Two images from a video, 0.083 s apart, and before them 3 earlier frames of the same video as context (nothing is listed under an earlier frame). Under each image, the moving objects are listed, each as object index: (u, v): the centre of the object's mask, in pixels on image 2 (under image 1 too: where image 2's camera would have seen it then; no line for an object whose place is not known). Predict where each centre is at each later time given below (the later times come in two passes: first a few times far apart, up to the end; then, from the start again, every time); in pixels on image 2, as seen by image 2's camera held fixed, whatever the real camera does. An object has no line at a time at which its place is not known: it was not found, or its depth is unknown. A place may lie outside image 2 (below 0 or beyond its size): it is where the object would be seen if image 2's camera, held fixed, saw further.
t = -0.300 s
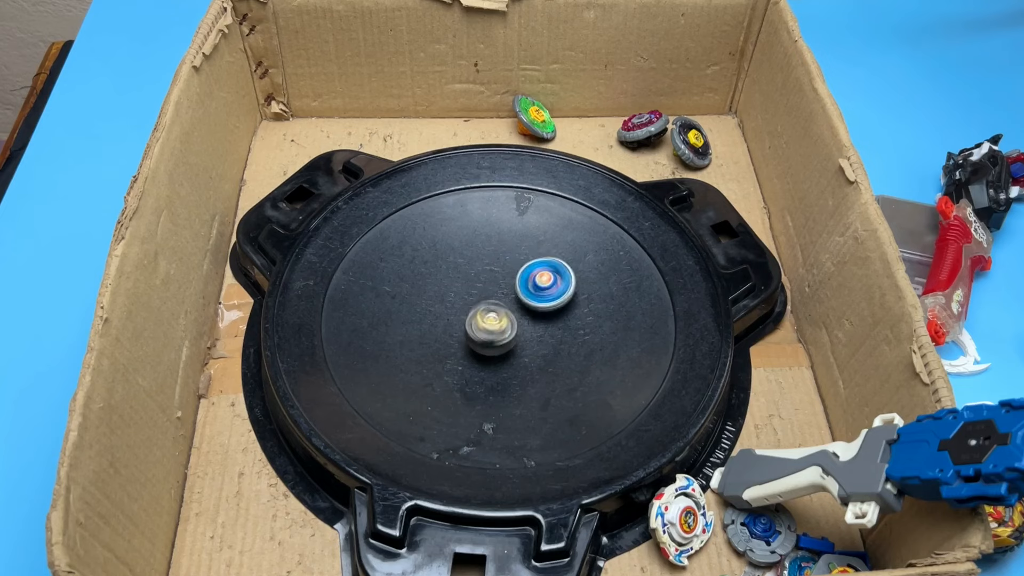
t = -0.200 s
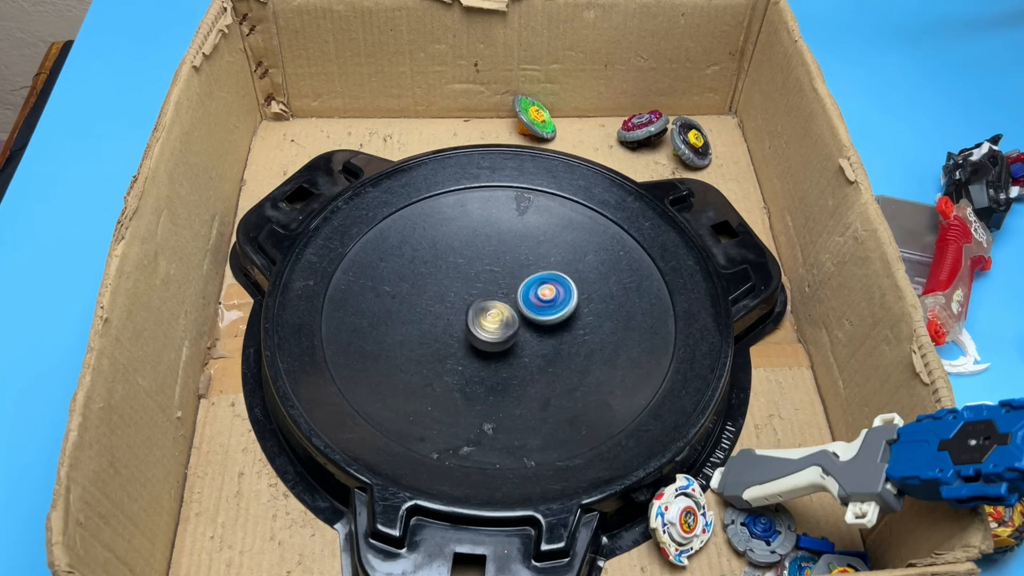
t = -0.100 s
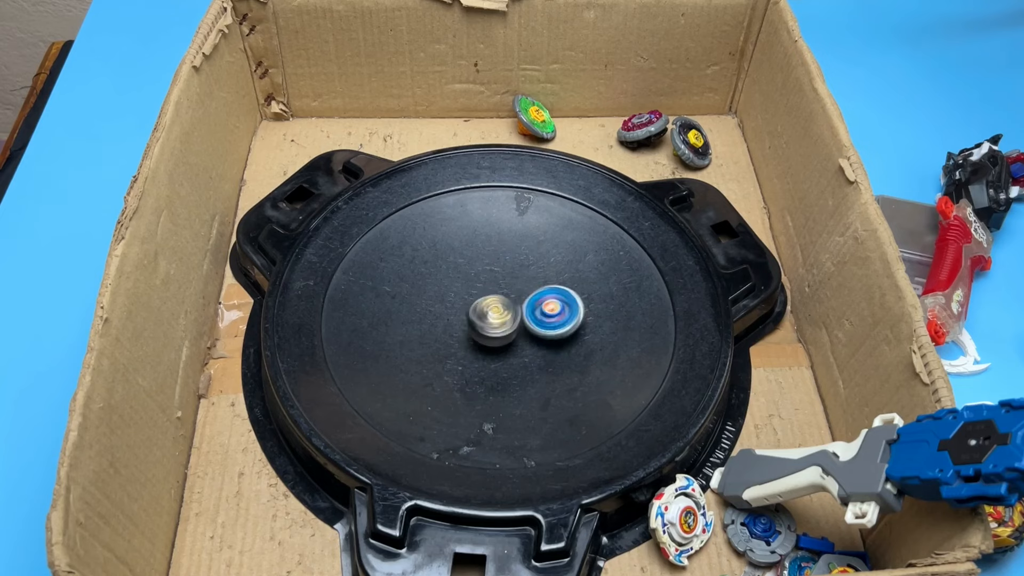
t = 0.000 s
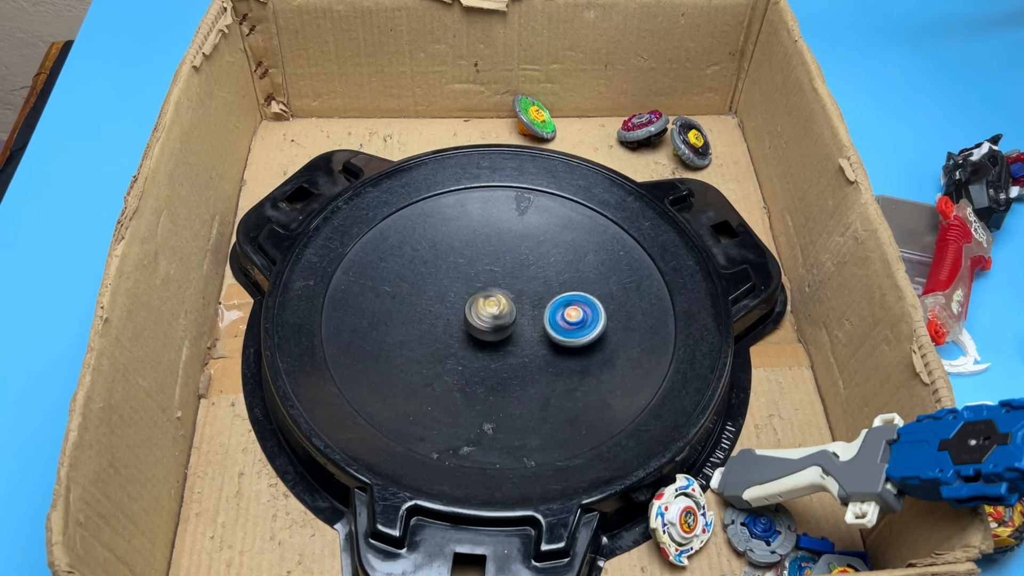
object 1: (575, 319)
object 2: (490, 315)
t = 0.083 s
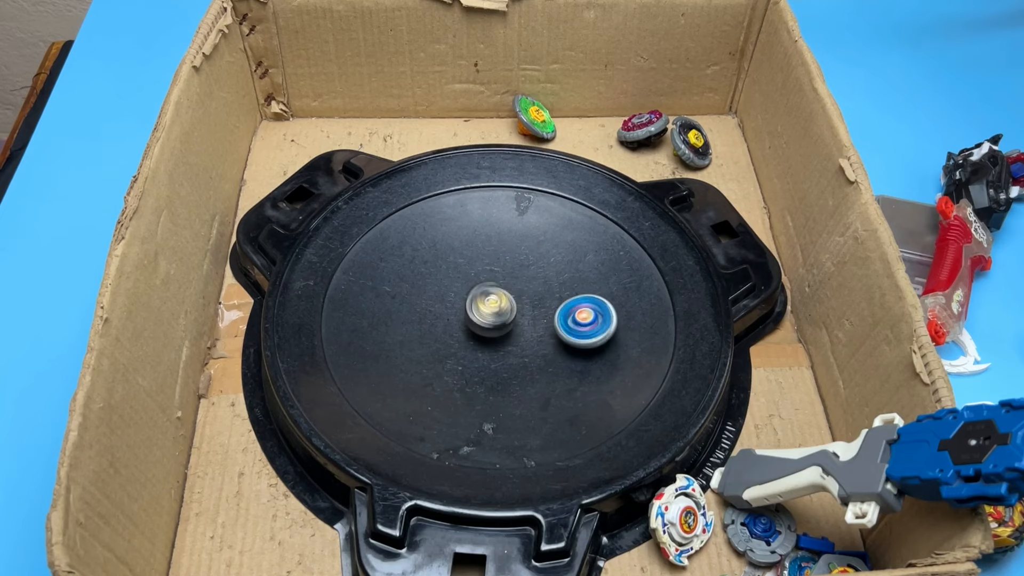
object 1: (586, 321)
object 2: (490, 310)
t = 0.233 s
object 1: (583, 322)
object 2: (496, 304)
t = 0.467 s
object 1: (548, 343)
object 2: (506, 300)
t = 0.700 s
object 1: (529, 366)
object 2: (511, 306)
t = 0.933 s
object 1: (497, 370)
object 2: (513, 312)
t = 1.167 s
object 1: (473, 374)
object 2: (513, 308)
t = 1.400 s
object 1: (461, 343)
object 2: (514, 308)
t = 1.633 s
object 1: (431, 311)
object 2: (524, 310)
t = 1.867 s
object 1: (424, 292)
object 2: (524, 316)
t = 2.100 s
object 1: (463, 285)
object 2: (510, 318)
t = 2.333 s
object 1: (504, 269)
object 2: (502, 323)
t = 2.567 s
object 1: (544, 269)
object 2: (501, 323)
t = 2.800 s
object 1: (564, 290)
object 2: (505, 316)
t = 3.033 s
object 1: (576, 323)
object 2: (508, 312)
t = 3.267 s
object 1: (562, 348)
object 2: (511, 308)
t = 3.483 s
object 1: (524, 358)
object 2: (511, 308)
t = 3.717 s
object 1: (478, 355)
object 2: (513, 306)
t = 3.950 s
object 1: (453, 327)
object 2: (514, 308)
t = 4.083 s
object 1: (454, 307)
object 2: (512, 309)
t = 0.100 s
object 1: (587, 321)
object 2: (490, 310)
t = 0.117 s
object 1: (588, 321)
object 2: (491, 308)
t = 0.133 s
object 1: (588, 321)
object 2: (490, 308)
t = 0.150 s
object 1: (588, 321)
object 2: (491, 308)
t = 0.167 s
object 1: (588, 321)
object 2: (492, 306)
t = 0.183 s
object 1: (588, 321)
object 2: (493, 306)
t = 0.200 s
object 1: (586, 321)
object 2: (493, 305)
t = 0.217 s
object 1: (585, 321)
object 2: (494, 304)
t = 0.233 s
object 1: (583, 322)
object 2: (496, 304)
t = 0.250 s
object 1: (580, 322)
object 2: (496, 304)
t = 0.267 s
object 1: (577, 322)
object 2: (496, 304)
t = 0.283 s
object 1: (575, 323)
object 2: (498, 302)
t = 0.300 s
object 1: (571, 323)
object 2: (499, 303)
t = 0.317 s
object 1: (568, 324)
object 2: (500, 302)
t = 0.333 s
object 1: (565, 325)
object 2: (500, 302)
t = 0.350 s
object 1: (561, 326)
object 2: (502, 302)
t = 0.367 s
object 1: (557, 328)
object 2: (503, 302)
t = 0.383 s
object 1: (554, 329)
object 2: (503, 302)
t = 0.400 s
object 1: (553, 332)
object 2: (503, 301)
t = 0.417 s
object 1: (552, 335)
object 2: (502, 300)
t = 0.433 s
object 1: (550, 338)
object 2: (504, 300)
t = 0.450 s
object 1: (549, 341)
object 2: (504, 299)
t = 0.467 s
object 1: (548, 343)
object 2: (506, 300)
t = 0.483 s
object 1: (547, 346)
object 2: (505, 300)
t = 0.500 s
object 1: (546, 348)
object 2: (505, 301)
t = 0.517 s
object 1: (545, 350)
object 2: (506, 300)
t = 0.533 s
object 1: (543, 352)
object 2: (506, 301)
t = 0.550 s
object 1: (542, 354)
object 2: (507, 301)
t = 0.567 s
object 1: (541, 356)
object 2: (506, 301)
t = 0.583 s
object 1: (539, 358)
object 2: (508, 302)
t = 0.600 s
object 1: (539, 359)
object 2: (508, 302)
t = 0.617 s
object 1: (537, 361)
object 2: (508, 303)
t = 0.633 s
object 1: (535, 362)
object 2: (509, 303)
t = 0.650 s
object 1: (534, 363)
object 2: (509, 304)
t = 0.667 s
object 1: (532, 365)
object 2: (510, 305)
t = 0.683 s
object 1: (531, 365)
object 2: (509, 305)
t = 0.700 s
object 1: (529, 366)
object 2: (511, 306)
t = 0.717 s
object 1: (527, 367)
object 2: (510, 307)
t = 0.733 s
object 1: (525, 367)
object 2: (510, 308)
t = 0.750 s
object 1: (524, 368)
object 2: (511, 308)
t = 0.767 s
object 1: (521, 368)
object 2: (511, 309)
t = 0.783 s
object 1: (519, 368)
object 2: (511, 310)
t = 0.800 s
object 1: (518, 368)
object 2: (511, 311)
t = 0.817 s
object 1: (516, 367)
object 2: (512, 311)
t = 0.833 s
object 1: (514, 367)
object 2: (511, 313)
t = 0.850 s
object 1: (512, 366)
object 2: (512, 313)
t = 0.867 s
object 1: (509, 366)
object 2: (511, 313)
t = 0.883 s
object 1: (507, 365)
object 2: (512, 314)
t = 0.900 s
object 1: (505, 365)
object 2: (511, 314)
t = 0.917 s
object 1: (501, 368)
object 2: (511, 313)
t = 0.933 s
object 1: (497, 370)
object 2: (513, 312)
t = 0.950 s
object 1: (495, 372)
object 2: (514, 313)
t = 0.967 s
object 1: (492, 373)
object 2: (514, 312)
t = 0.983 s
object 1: (490, 374)
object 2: (513, 312)
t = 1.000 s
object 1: (488, 375)
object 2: (514, 311)
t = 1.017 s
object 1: (486, 376)
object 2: (513, 311)
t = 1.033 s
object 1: (484, 377)
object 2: (514, 311)
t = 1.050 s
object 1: (482, 377)
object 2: (513, 309)
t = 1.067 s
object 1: (480, 378)
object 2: (515, 309)
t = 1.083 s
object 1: (479, 378)
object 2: (514, 309)
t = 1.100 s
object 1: (477, 377)
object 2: (514, 309)
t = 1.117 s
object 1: (476, 377)
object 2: (514, 308)
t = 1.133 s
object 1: (475, 376)
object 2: (515, 309)
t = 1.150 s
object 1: (474, 375)
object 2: (514, 308)
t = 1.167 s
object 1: (473, 374)
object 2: (513, 308)
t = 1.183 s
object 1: (472, 372)
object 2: (514, 307)
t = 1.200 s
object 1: (471, 371)
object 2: (514, 308)
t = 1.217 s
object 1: (469, 369)
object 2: (514, 308)
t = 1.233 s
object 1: (468, 367)
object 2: (513, 307)
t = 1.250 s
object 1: (467, 365)
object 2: (515, 307)
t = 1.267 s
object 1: (467, 363)
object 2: (514, 307)
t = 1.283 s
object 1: (466, 361)
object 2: (514, 308)
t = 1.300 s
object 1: (465, 359)
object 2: (514, 307)
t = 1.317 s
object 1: (465, 356)
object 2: (515, 308)
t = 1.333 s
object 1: (464, 353)
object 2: (514, 308)
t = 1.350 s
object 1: (463, 351)
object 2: (514, 308)
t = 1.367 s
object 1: (463, 349)
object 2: (514, 307)
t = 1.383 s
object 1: (462, 346)
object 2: (515, 308)
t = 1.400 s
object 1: (461, 343)
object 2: (514, 308)
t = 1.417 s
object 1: (461, 341)
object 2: (513, 308)
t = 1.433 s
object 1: (461, 338)
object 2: (514, 308)
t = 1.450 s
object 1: (460, 335)
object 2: (513, 309)
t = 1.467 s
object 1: (460, 333)
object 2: (513, 308)
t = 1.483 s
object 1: (460, 330)
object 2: (512, 308)
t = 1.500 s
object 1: (459, 327)
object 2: (514, 309)
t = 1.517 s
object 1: (453, 325)
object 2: (516, 309)
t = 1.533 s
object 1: (448, 322)
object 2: (519, 309)
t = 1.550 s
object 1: (444, 320)
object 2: (520, 309)
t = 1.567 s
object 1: (441, 318)
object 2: (522, 310)
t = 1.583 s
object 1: (439, 317)
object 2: (521, 311)
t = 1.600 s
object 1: (436, 315)
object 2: (521, 311)
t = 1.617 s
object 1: (433, 313)
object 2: (522, 309)
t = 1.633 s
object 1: (431, 311)
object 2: (524, 310)
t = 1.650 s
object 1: (429, 310)
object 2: (524, 310)
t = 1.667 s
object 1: (427, 308)
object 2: (524, 311)
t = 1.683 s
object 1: (425, 306)
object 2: (525, 311)
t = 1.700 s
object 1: (424, 305)
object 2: (526, 312)
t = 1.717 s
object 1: (423, 303)
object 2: (526, 312)
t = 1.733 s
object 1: (422, 302)
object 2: (525, 313)
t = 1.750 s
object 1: (422, 300)
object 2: (526, 312)
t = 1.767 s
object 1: (422, 299)
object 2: (526, 313)
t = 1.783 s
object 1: (422, 298)
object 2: (527, 313)
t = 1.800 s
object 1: (421, 296)
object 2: (526, 314)
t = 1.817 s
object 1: (422, 295)
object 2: (526, 314)
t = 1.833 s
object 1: (423, 293)
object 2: (526, 315)
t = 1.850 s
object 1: (424, 292)
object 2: (525, 315)
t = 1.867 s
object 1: (424, 292)
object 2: (524, 316)
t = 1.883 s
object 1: (426, 291)
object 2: (524, 315)
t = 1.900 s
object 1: (428, 291)
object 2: (523, 316)
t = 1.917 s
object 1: (430, 290)
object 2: (523, 317)
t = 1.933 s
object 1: (432, 289)
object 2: (521, 317)
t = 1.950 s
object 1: (435, 288)
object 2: (521, 317)
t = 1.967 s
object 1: (438, 288)
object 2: (519, 318)
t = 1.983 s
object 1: (440, 288)
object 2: (519, 318)
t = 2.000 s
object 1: (443, 287)
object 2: (516, 318)
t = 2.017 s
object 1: (447, 287)
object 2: (517, 317)
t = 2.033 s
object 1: (450, 287)
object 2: (515, 318)
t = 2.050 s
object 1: (453, 286)
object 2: (515, 318)
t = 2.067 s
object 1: (456, 286)
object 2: (513, 318)
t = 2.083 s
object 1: (459, 286)
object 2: (513, 318)
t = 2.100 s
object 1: (463, 285)
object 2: (510, 318)
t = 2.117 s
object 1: (467, 285)
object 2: (510, 318)
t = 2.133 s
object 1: (468, 284)
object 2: (508, 317)
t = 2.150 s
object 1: (471, 283)
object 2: (509, 317)
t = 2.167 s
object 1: (474, 281)
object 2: (507, 318)
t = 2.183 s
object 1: (478, 280)
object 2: (507, 319)
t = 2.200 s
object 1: (480, 277)
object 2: (505, 319)
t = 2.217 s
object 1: (484, 276)
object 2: (506, 320)
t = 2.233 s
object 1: (487, 274)
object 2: (504, 321)
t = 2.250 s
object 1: (489, 273)
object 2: (505, 322)
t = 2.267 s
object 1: (492, 272)
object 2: (503, 322)
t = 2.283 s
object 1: (495, 271)
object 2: (505, 321)
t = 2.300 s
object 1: (499, 270)
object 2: (503, 323)
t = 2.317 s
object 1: (501, 269)
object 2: (504, 323)
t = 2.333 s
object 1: (504, 269)
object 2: (502, 323)
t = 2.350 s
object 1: (508, 268)
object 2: (503, 323)
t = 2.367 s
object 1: (511, 267)
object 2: (502, 325)
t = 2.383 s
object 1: (513, 267)
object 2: (502, 324)
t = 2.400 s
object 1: (516, 267)
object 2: (501, 324)
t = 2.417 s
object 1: (519, 266)
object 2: (502, 324)
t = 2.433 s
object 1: (523, 266)
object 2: (501, 325)
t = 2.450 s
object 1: (525, 266)
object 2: (501, 324)
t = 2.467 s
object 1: (527, 266)
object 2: (500, 324)
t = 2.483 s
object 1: (531, 266)
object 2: (500, 324)
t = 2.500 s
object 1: (534, 266)
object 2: (500, 324)
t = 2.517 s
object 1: (536, 266)
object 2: (500, 324)
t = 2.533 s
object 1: (538, 267)
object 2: (500, 323)
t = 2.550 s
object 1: (541, 268)
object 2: (499, 323)
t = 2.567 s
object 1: (544, 269)
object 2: (501, 323)
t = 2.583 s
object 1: (545, 269)
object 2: (499, 323)
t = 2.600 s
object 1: (547, 270)
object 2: (499, 322)
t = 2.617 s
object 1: (550, 272)
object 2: (499, 321)
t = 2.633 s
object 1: (552, 273)
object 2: (501, 321)
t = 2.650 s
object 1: (554, 274)
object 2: (500, 321)
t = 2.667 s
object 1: (555, 275)
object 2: (501, 321)
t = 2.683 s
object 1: (557, 277)
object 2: (500, 320)
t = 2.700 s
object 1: (559, 279)
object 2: (502, 320)
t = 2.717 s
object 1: (560, 280)
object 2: (501, 319)
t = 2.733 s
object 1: (561, 282)
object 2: (502, 318)
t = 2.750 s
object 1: (562, 285)
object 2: (502, 317)
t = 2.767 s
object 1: (563, 287)
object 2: (504, 316)
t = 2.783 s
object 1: (564, 288)
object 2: (505, 317)
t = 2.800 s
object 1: (564, 290)
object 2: (505, 316)
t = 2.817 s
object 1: (565, 293)
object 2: (505, 316)
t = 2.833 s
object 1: (565, 296)
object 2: (506, 316)
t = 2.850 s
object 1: (565, 298)
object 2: (506, 316)
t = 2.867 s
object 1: (565, 300)
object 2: (507, 315)
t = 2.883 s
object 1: (565, 302)
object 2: (508, 314)
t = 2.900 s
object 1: (566, 305)
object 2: (510, 314)
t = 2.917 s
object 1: (568, 307)
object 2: (510, 314)
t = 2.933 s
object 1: (570, 310)
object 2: (508, 313)
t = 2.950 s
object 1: (572, 312)
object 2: (507, 313)
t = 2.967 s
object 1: (573, 315)
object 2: (507, 311)
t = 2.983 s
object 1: (574, 316)
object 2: (509, 312)
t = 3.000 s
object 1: (575, 318)
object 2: (508, 312)
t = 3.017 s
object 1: (575, 320)
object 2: (509, 312)
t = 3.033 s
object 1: (576, 323)
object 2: (508, 312)
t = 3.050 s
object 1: (576, 325)
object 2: (508, 311)
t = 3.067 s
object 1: (576, 327)
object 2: (507, 312)
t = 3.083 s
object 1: (576, 328)
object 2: (506, 310)
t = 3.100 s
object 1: (576, 331)
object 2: (506, 309)
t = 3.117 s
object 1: (575, 334)
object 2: (508, 309)
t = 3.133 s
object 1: (575, 335)
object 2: (509, 310)
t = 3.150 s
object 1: (574, 337)
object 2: (508, 310)
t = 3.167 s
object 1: (573, 339)
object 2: (508, 311)
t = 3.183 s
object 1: (572, 341)
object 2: (507, 310)
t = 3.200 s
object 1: (570, 342)
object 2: (508, 310)
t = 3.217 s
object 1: (569, 343)
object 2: (507, 309)
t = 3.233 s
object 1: (567, 345)
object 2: (508, 309)
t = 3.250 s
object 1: (565, 347)
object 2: (509, 308)
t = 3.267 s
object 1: (562, 348)
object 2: (511, 308)
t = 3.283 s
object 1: (560, 349)
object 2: (511, 310)
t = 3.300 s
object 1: (558, 350)
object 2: (510, 310)
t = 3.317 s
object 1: (556, 351)
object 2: (509, 310)
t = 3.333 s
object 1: (553, 352)
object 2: (509, 309)
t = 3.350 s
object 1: (549, 353)
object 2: (509, 309)
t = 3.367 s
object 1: (547, 353)
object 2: (509, 308)
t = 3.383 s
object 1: (545, 354)
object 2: (510, 310)
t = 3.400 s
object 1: (541, 355)
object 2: (511, 309)
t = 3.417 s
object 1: (537, 355)
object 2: (512, 310)
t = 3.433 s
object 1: (534, 356)
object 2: (510, 311)
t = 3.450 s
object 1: (531, 357)
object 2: (511, 310)
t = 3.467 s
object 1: (528, 358)
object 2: (510, 309)
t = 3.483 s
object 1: (524, 358)
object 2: (511, 308)
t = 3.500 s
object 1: (521, 358)
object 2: (513, 309)
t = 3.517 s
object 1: (518, 358)
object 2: (512, 309)
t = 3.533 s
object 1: (515, 359)
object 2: (512, 309)
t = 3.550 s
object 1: (511, 360)
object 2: (512, 308)
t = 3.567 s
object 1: (507, 360)
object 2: (513, 308)
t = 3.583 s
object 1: (503, 360)
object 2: (511, 308)
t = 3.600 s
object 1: (501, 359)
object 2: (512, 306)
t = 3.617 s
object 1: (498, 360)
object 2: (512, 305)
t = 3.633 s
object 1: (494, 360)
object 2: (513, 304)
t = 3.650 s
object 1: (491, 359)
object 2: (514, 305)
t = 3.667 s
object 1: (488, 358)
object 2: (514, 305)
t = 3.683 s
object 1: (486, 357)
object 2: (513, 306)
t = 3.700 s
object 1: (482, 356)
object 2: (513, 305)
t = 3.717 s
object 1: (478, 355)
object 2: (513, 306)
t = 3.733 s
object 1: (475, 353)
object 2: (512, 305)
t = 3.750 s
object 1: (473, 351)
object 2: (513, 305)
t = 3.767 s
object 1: (471, 351)
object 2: (514, 304)
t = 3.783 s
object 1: (468, 349)
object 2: (515, 304)
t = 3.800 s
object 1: (465, 347)
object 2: (516, 306)
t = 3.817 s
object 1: (463, 345)
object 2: (515, 305)
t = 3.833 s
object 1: (462, 343)
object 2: (514, 306)
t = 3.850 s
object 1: (460, 342)
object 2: (513, 305)
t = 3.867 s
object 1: (458, 339)
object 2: (514, 305)
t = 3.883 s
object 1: (457, 336)
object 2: (513, 305)
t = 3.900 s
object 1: (456, 334)
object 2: (514, 305)
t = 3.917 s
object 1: (455, 332)
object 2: (513, 306)
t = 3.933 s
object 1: (454, 330)
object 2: (514, 306)
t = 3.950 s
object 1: (453, 327)
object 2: (514, 308)
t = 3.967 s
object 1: (452, 324)
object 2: (512, 308)
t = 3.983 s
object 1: (453, 321)
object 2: (512, 309)
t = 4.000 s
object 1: (453, 320)
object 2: (510, 308)
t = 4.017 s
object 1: (453, 317)
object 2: (511, 308)
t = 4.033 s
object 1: (453, 315)
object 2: (511, 308)
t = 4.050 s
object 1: (454, 311)
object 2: (511, 308)
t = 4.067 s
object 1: (454, 309)
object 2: (511, 308)
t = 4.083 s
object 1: (454, 307)
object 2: (512, 309)
